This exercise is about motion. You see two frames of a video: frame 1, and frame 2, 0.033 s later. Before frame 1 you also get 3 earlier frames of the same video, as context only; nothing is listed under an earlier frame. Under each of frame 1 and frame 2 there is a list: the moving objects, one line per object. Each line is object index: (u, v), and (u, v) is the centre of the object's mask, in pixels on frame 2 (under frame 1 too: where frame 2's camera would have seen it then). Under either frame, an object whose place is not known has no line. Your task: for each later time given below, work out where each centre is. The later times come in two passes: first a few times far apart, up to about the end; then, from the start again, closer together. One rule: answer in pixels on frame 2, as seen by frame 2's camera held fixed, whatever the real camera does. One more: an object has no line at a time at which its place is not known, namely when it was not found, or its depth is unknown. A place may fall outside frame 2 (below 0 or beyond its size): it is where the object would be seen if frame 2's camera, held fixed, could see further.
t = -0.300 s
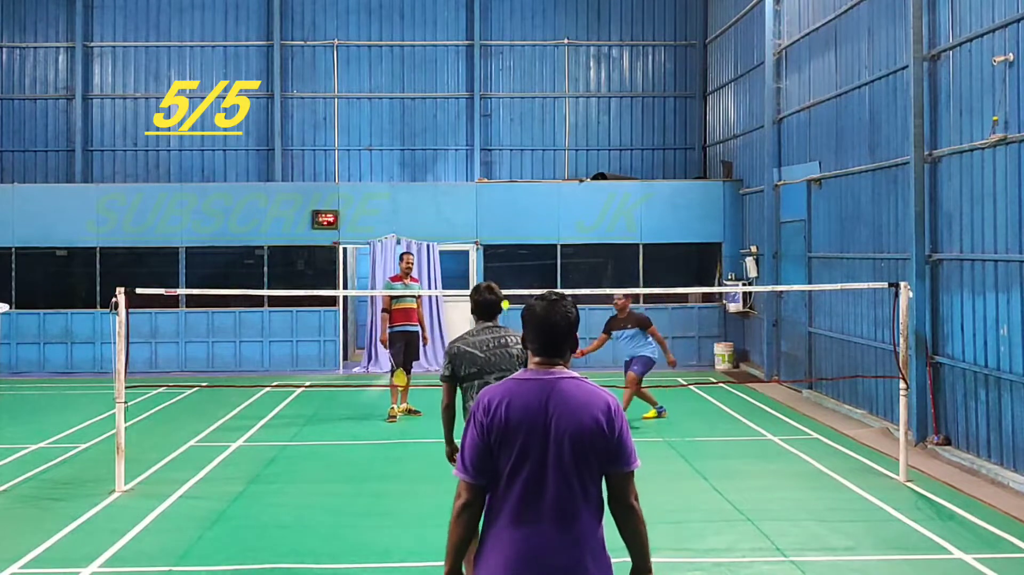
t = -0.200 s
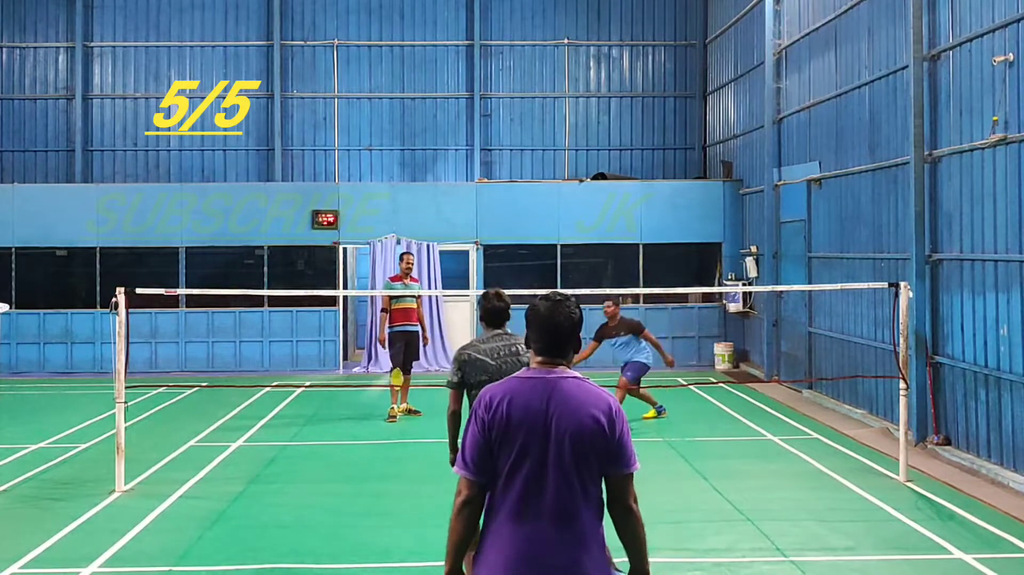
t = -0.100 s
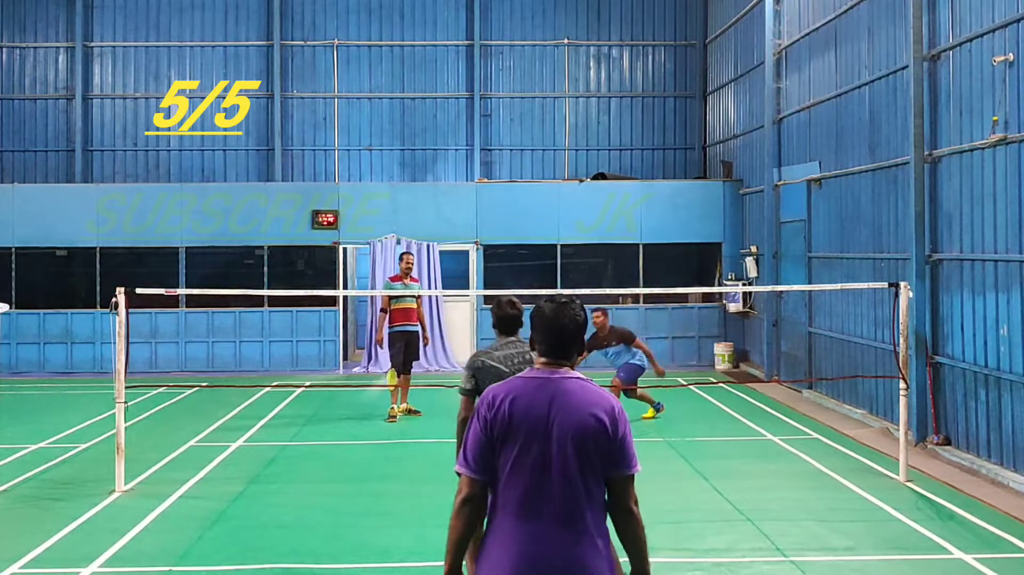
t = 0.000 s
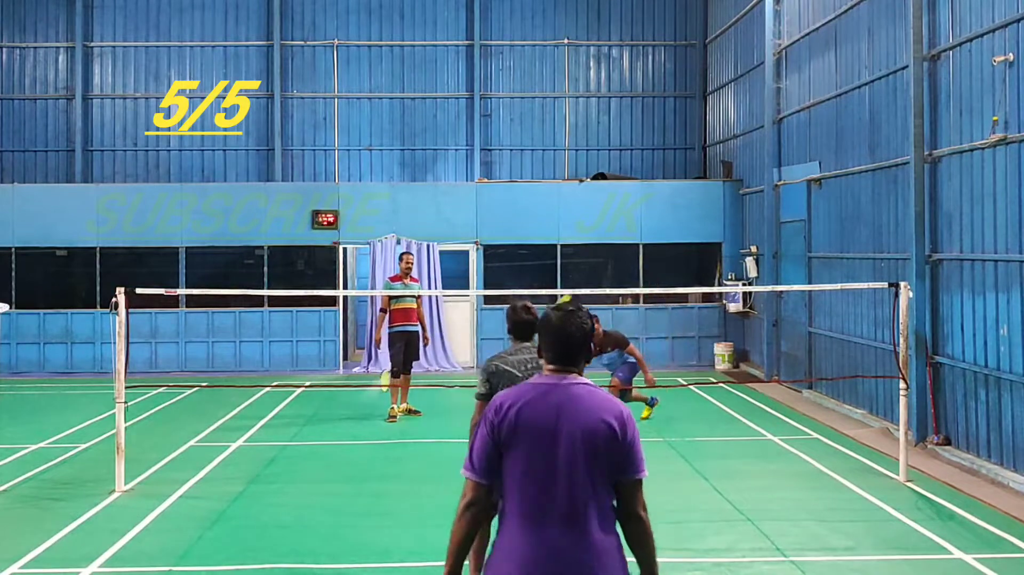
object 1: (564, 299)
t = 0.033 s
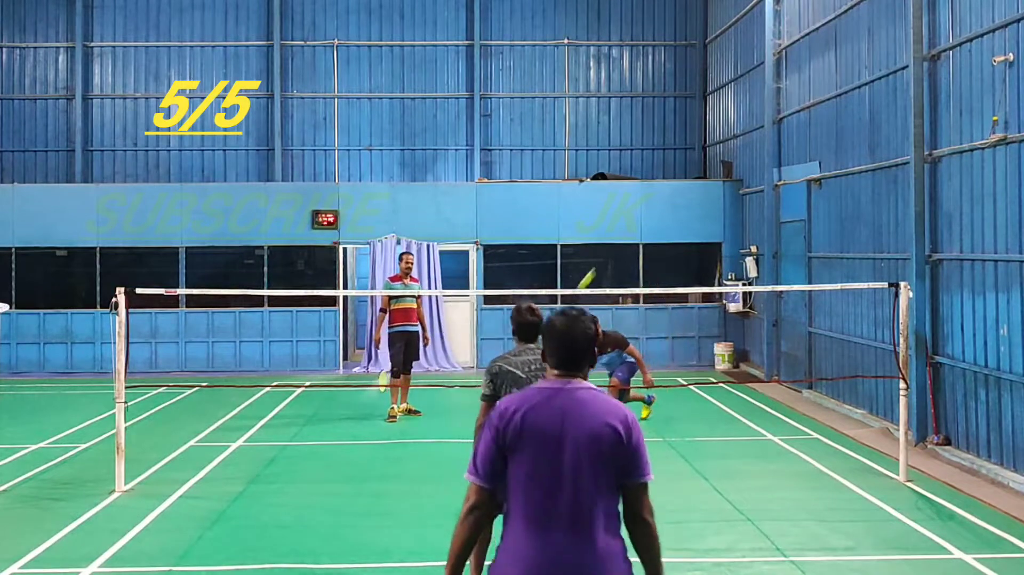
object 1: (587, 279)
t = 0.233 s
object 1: (713, 156)
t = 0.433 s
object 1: (847, 89)
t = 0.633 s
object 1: (997, 96)
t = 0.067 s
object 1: (606, 254)
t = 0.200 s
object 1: (694, 172)
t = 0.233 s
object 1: (713, 156)
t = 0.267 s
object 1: (735, 140)
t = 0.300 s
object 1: (758, 127)
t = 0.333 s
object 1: (779, 115)
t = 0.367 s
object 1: (802, 105)
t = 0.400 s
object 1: (825, 96)
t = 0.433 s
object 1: (847, 89)
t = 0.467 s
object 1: (871, 85)
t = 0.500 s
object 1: (895, 82)
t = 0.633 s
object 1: (997, 96)
